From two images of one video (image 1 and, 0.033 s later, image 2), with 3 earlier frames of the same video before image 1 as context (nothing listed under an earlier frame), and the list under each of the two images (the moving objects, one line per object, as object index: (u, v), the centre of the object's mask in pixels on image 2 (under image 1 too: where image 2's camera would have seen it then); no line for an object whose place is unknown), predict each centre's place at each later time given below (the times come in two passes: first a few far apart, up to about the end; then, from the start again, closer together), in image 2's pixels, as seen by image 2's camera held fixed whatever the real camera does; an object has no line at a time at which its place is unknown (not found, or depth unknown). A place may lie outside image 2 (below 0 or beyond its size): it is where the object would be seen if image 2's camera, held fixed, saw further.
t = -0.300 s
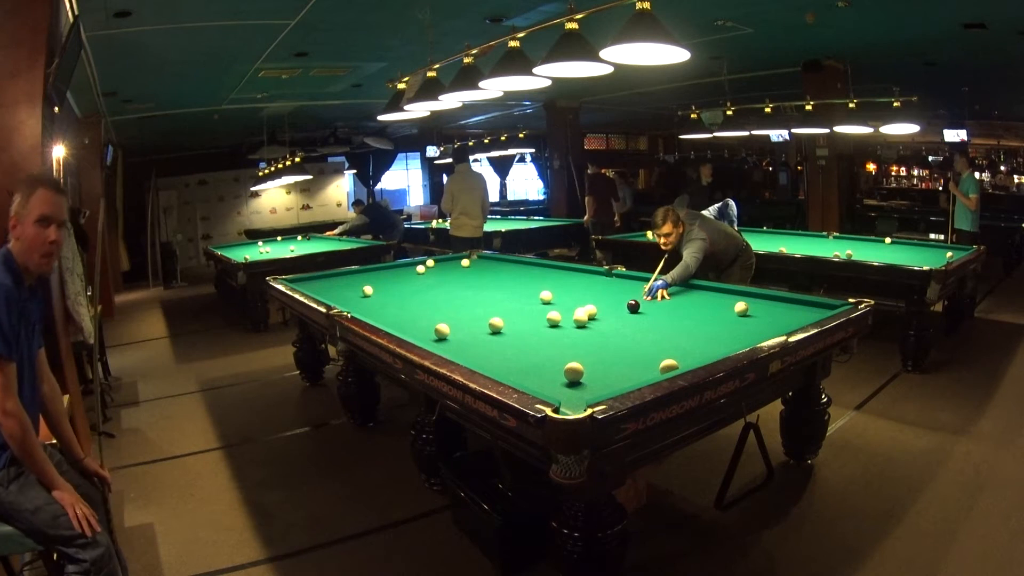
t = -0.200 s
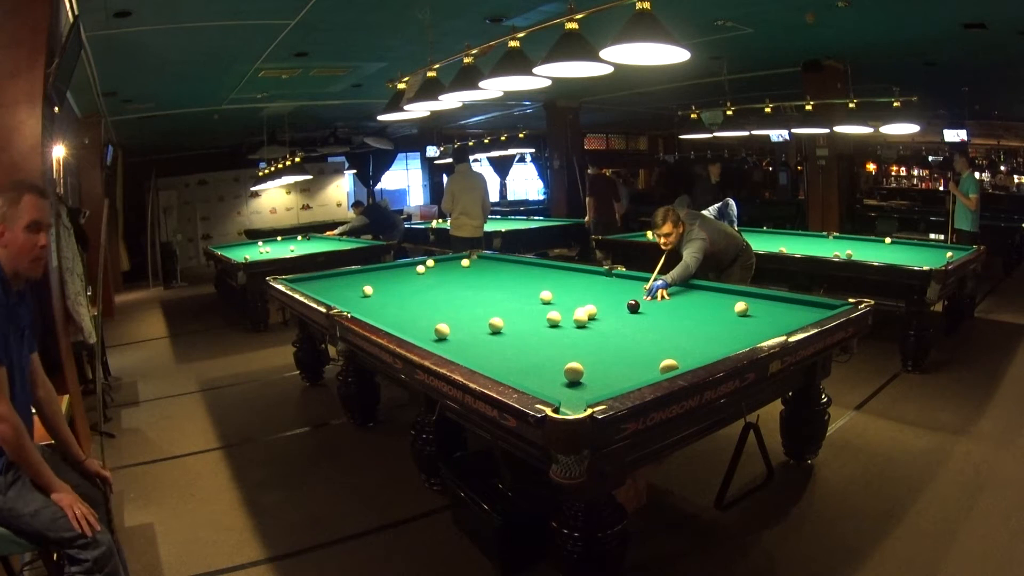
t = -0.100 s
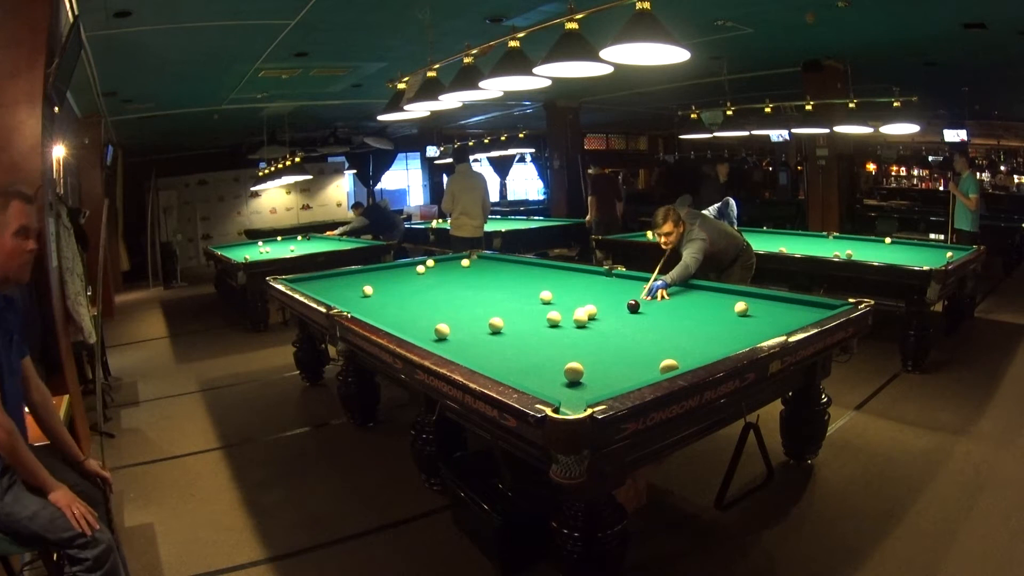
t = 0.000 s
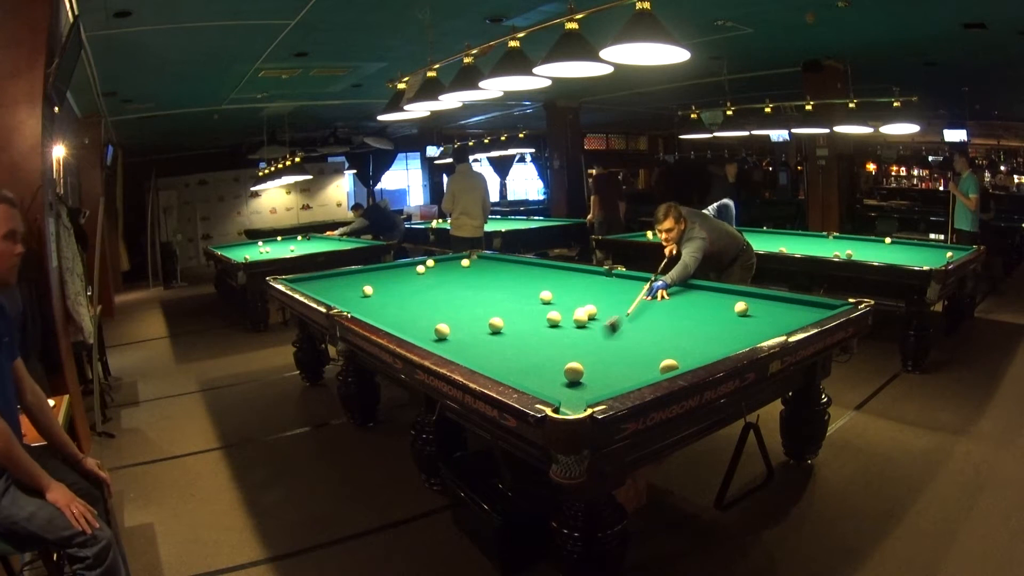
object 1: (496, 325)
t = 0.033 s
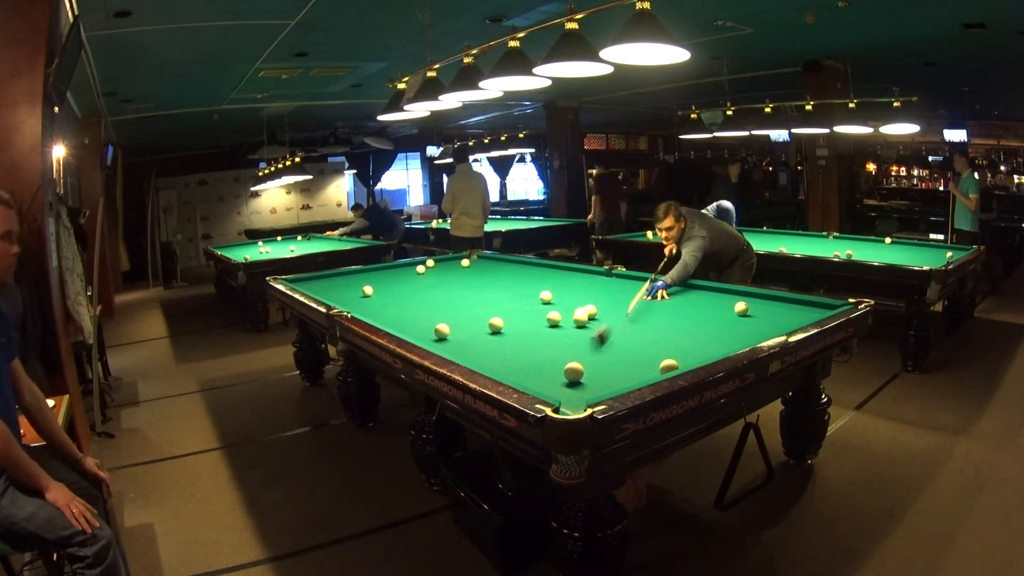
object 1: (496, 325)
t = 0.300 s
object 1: (496, 325)
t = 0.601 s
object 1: (495, 321)
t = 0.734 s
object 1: (498, 317)
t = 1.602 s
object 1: (509, 282)
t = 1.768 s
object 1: (510, 277)
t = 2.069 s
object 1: (513, 270)
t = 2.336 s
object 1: (514, 264)
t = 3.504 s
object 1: (447, 260)
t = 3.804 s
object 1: (431, 260)
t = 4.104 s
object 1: (429, 263)
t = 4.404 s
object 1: (431, 264)
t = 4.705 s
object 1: (432, 265)
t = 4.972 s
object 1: (433, 265)
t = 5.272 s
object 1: (434, 266)
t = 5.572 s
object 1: (434, 267)
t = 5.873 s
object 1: (435, 268)
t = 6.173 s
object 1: (435, 268)
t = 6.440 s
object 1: (435, 269)
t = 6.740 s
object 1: (436, 269)
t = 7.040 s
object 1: (436, 269)
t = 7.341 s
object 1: (436, 270)
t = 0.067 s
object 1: (496, 325)
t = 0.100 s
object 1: (496, 325)
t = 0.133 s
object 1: (496, 325)
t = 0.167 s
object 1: (496, 325)
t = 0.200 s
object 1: (496, 325)
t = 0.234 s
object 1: (496, 325)
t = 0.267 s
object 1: (496, 325)
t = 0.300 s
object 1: (496, 325)
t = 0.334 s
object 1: (496, 325)
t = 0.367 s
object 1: (496, 325)
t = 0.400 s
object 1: (496, 325)
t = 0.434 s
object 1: (496, 325)
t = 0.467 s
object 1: (496, 325)
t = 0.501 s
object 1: (496, 325)
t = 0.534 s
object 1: (496, 325)
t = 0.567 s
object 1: (495, 323)
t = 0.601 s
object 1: (495, 321)
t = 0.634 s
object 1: (496, 321)
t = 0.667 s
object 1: (498, 320)
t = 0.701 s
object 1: (498, 319)
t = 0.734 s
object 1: (498, 317)
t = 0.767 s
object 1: (499, 315)
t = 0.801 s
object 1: (499, 313)
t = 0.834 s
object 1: (500, 311)
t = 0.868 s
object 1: (501, 310)
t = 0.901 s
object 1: (501, 308)
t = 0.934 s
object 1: (502, 306)
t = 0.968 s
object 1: (502, 305)
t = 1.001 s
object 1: (502, 303)
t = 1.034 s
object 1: (503, 302)
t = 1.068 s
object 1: (504, 300)
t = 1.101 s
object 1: (504, 299)
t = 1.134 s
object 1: (504, 297)
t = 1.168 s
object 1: (505, 296)
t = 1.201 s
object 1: (505, 295)
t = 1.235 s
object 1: (506, 294)
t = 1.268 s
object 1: (506, 292)
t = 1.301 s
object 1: (506, 291)
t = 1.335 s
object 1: (507, 290)
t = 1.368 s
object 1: (507, 288)
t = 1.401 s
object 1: (507, 288)
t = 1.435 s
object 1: (507, 287)
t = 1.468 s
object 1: (508, 286)
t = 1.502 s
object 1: (508, 285)
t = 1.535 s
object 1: (509, 284)
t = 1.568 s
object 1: (509, 282)
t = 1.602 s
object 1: (509, 282)
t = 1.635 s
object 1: (509, 281)
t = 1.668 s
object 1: (510, 280)
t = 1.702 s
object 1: (510, 279)
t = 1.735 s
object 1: (510, 278)
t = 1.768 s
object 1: (510, 277)
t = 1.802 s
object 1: (511, 276)
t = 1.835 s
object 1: (511, 276)
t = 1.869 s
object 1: (511, 275)
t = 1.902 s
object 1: (511, 274)
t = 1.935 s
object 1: (512, 273)
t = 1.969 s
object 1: (512, 272)
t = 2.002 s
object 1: (513, 271)
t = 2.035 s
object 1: (513, 270)
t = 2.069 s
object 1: (513, 270)
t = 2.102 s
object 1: (513, 269)
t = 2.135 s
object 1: (513, 268)
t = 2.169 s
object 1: (513, 268)
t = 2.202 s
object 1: (513, 267)
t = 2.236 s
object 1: (514, 266)
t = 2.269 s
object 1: (514, 266)
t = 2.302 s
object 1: (514, 265)
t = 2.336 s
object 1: (514, 264)
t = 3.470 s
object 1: (449, 260)
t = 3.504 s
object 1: (447, 260)
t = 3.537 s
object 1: (445, 260)
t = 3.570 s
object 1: (443, 260)
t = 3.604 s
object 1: (441, 260)
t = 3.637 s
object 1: (439, 260)
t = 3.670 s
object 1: (437, 259)
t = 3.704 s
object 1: (435, 259)
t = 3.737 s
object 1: (433, 259)
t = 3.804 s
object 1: (431, 260)
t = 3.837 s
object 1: (431, 261)
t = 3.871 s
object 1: (430, 262)
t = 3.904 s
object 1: (430, 262)
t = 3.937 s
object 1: (430, 262)
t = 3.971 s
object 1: (430, 262)
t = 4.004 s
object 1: (430, 262)
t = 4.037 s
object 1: (429, 262)
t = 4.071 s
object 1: (429, 263)
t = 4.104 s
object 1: (429, 263)
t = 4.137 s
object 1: (429, 263)
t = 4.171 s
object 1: (429, 263)
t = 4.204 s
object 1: (429, 263)
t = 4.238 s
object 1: (428, 263)
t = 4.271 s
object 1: (428, 263)
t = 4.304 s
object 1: (428, 263)
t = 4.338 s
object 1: (430, 264)
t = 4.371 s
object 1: (431, 264)
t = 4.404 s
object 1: (431, 264)
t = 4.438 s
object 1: (431, 264)
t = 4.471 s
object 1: (431, 264)
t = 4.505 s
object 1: (431, 264)
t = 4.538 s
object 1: (431, 264)
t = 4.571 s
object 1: (431, 264)
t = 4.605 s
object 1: (432, 265)
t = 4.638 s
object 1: (432, 265)
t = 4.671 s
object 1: (432, 265)
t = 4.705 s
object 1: (432, 265)
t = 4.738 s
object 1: (432, 265)
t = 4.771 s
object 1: (432, 265)
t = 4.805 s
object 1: (432, 265)
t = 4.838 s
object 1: (432, 265)
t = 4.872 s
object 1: (433, 265)
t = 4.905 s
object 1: (433, 265)
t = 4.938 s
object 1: (433, 265)
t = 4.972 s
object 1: (433, 265)
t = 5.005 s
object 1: (433, 266)
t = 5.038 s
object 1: (433, 266)
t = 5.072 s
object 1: (434, 266)
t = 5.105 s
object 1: (434, 266)
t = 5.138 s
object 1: (434, 266)
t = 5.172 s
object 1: (434, 266)
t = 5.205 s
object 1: (434, 266)
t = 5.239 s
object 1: (434, 266)
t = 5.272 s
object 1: (434, 266)
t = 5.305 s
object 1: (434, 266)
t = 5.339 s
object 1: (434, 266)
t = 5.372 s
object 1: (434, 267)
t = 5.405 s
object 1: (434, 267)
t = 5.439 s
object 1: (434, 267)
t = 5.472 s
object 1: (434, 267)
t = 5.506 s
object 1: (434, 267)
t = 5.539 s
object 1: (434, 267)
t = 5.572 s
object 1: (434, 267)
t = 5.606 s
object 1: (435, 267)
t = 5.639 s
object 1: (435, 267)
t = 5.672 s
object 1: (435, 267)
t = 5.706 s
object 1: (435, 267)
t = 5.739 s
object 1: (435, 267)
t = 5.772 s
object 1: (435, 268)
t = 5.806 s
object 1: (435, 268)
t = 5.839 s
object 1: (435, 268)
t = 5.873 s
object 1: (435, 268)
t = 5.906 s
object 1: (435, 268)
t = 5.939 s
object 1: (435, 268)
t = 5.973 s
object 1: (435, 268)
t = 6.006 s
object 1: (435, 268)
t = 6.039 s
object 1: (435, 268)
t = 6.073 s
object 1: (435, 268)
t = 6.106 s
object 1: (435, 268)
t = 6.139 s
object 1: (435, 268)
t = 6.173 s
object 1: (435, 268)
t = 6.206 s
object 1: (435, 268)
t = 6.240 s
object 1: (435, 268)
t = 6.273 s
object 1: (435, 268)
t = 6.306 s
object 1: (435, 268)
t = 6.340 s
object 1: (435, 269)
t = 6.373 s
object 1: (435, 269)
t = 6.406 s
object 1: (435, 269)
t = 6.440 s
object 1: (435, 269)
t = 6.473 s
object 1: (435, 269)
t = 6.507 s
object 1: (435, 269)
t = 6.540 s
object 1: (435, 269)
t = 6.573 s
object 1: (435, 269)
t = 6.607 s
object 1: (436, 269)
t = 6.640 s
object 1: (436, 269)
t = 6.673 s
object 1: (436, 269)
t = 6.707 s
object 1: (436, 269)
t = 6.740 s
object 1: (436, 269)
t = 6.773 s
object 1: (436, 269)
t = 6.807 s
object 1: (436, 269)
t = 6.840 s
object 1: (436, 269)
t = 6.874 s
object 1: (436, 269)
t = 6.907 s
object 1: (436, 269)
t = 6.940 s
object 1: (436, 269)
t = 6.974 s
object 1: (436, 269)
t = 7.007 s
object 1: (436, 269)
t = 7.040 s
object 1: (436, 269)
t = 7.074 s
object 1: (436, 269)
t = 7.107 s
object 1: (436, 269)
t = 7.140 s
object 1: (436, 269)
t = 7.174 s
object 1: (436, 269)
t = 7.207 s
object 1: (436, 269)
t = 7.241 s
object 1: (436, 269)
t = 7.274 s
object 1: (436, 270)
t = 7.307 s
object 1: (436, 270)
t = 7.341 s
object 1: (436, 270)
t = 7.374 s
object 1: (436, 270)
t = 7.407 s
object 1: (436, 270)
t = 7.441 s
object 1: (436, 270)
